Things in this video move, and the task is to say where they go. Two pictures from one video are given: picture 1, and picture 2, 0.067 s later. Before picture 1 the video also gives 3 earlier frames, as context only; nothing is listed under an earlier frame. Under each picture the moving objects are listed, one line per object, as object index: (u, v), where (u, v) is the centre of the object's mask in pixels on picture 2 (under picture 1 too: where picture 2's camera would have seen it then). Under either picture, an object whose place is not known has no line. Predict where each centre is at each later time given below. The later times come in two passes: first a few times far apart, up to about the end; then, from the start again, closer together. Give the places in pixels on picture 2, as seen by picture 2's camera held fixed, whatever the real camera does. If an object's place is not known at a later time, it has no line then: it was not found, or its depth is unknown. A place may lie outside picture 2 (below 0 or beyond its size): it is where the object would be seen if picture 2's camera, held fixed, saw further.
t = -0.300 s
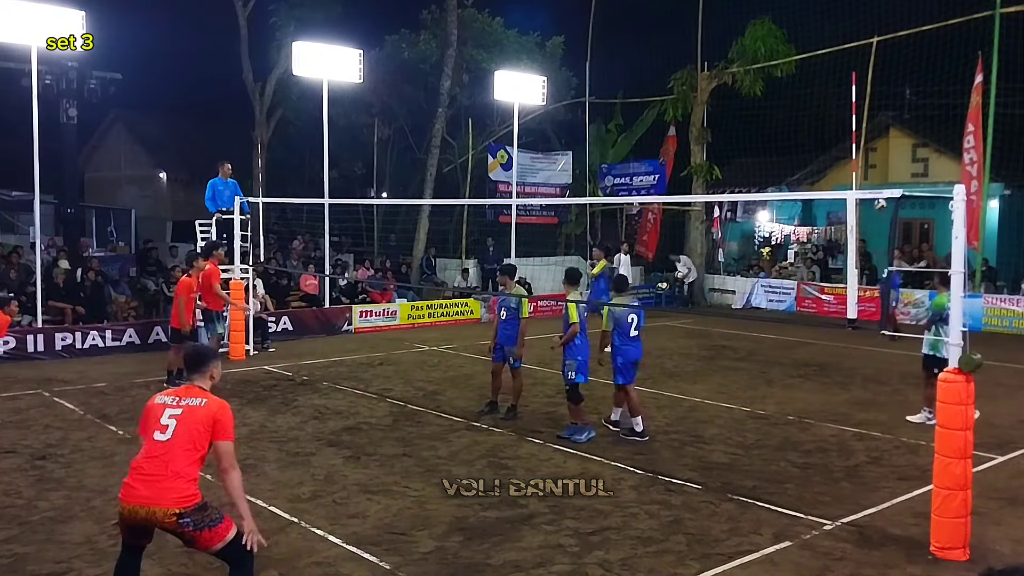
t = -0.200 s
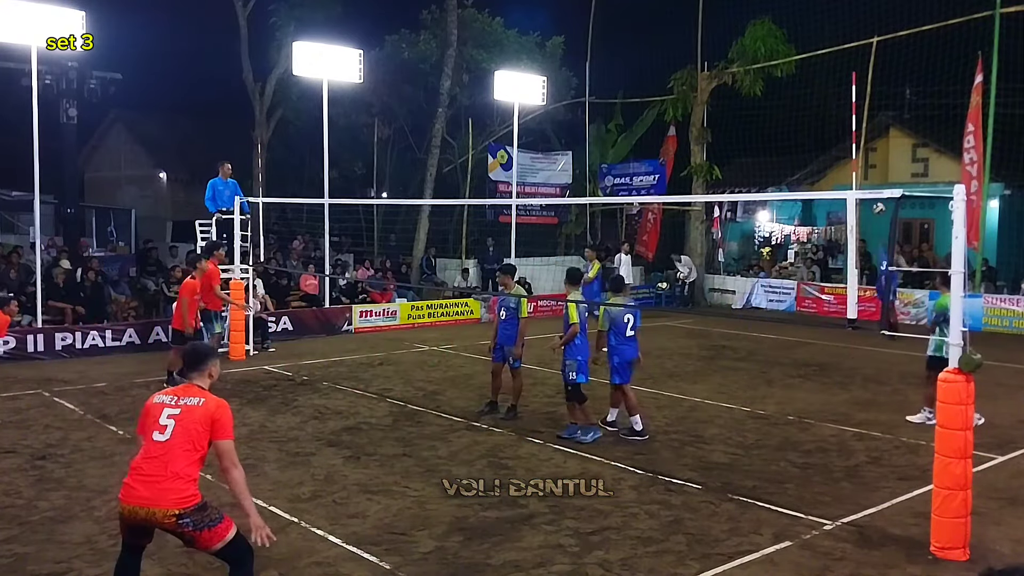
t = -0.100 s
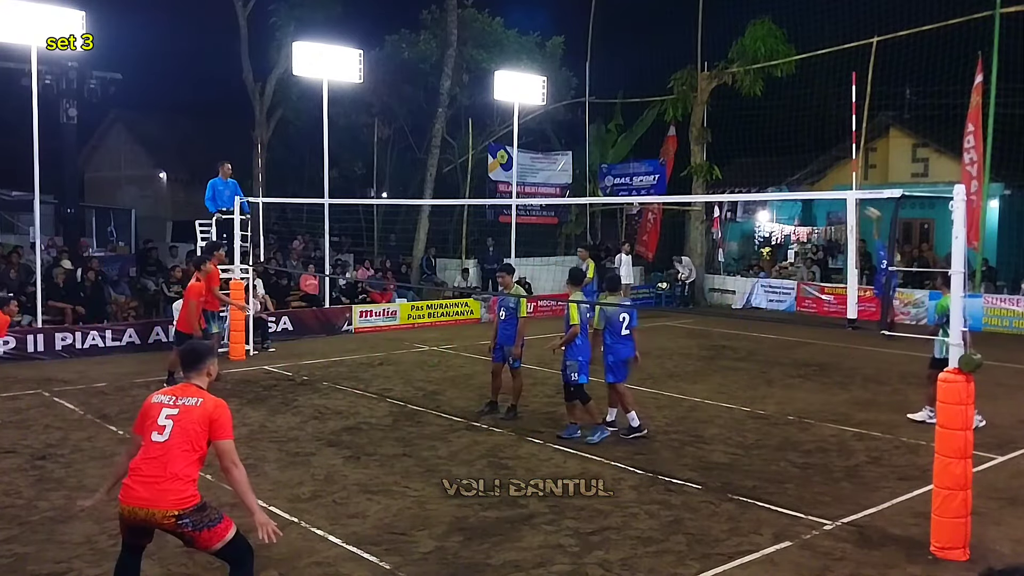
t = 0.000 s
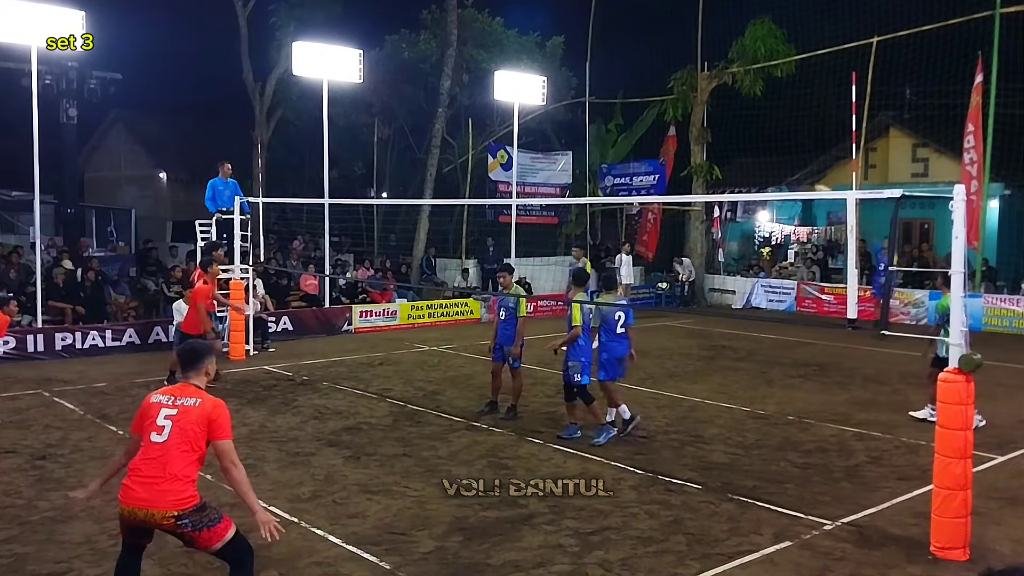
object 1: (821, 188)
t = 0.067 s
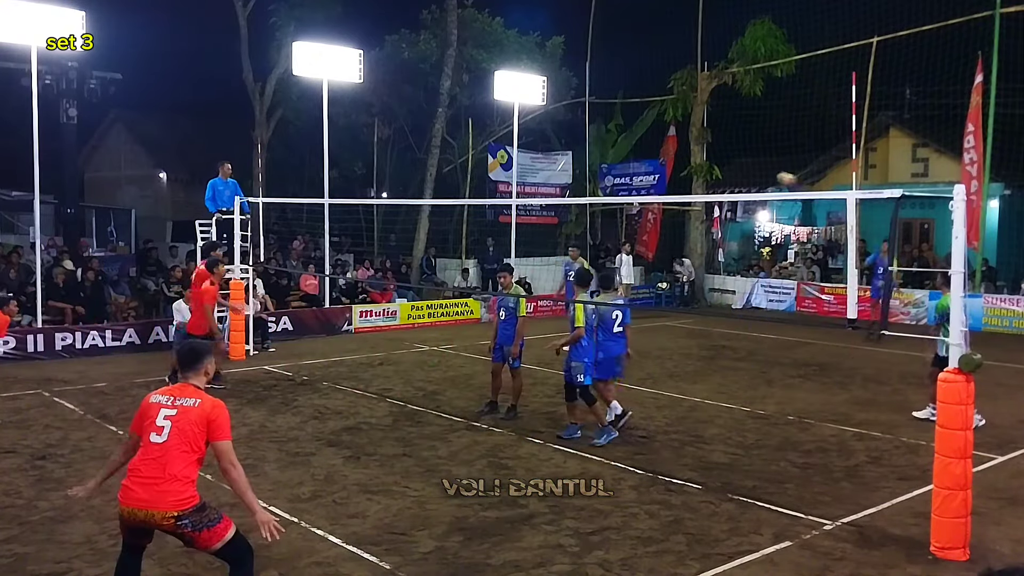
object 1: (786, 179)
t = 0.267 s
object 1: (664, 157)
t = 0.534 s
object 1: (453, 168)
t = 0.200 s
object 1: (707, 162)
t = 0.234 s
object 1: (687, 159)
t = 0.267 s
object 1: (664, 157)
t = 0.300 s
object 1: (641, 155)
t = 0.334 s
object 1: (617, 155)
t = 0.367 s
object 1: (593, 154)
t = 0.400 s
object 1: (568, 154)
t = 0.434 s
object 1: (542, 154)
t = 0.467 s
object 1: (512, 159)
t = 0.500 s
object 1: (483, 163)
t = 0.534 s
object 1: (453, 168)
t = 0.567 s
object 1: (420, 175)
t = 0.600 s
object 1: (388, 182)
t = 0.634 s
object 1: (353, 191)
